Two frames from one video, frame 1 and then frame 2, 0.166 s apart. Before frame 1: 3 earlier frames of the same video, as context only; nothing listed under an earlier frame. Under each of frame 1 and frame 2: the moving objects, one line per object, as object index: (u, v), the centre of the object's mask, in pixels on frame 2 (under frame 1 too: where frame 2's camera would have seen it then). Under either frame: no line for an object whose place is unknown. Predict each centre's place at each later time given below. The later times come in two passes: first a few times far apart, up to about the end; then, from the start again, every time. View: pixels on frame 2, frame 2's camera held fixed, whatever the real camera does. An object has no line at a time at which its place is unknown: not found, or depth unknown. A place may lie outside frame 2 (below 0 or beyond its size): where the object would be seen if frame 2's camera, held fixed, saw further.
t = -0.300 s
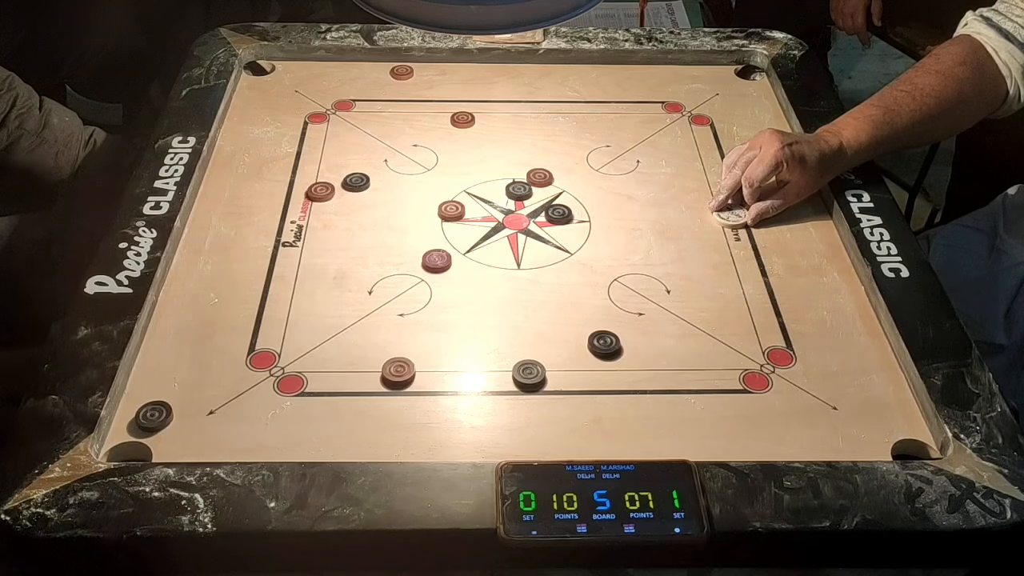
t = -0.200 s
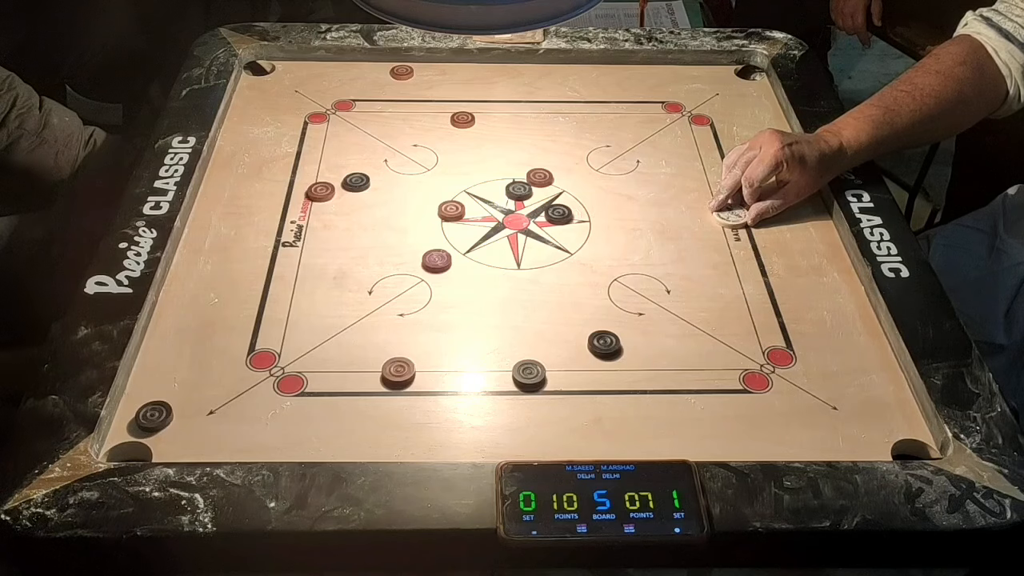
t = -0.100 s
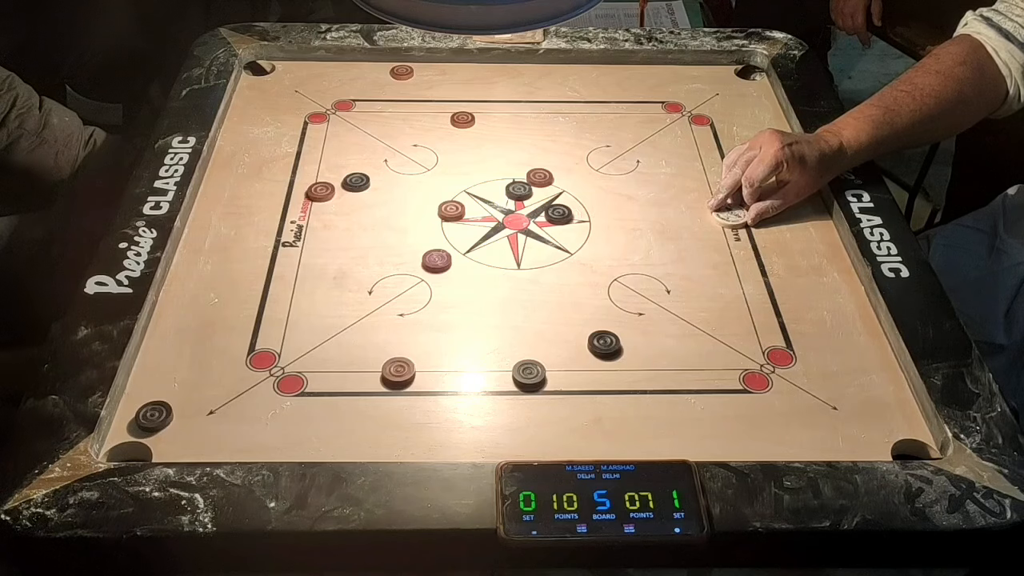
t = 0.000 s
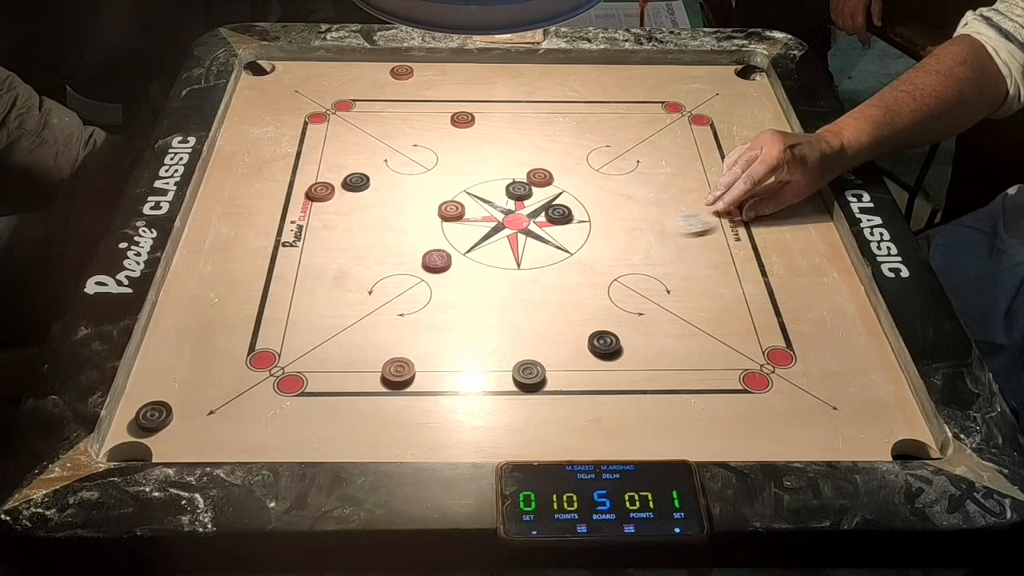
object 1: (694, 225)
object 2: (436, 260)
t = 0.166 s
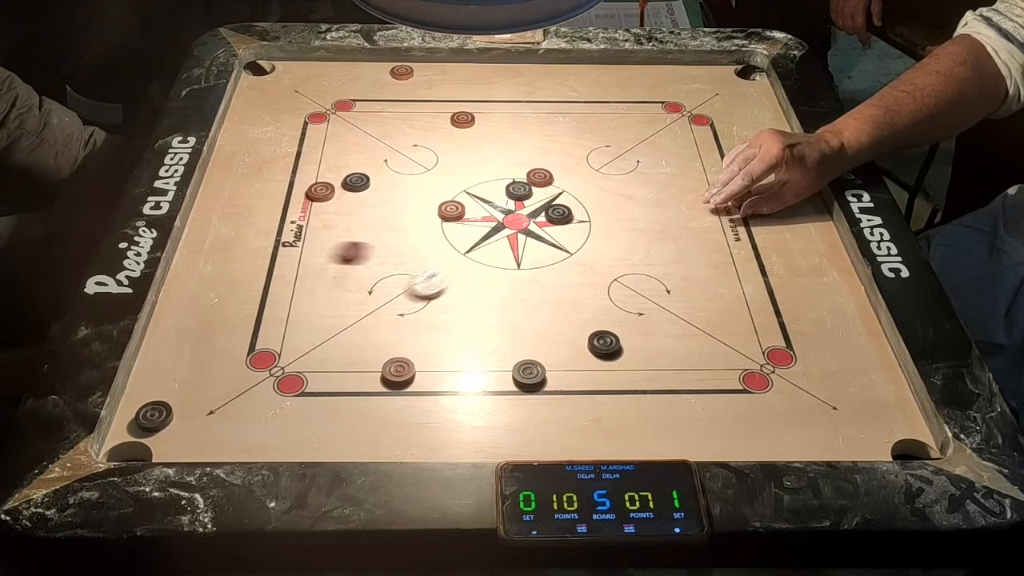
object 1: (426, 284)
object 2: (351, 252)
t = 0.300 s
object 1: (291, 341)
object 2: (268, 239)
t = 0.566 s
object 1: (175, 404)
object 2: (611, 244)
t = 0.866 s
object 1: (215, 411)
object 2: (808, 247)
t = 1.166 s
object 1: (215, 411)
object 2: (748, 250)
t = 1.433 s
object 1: (215, 411)
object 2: (748, 250)
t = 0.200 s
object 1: (393, 299)
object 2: (284, 246)
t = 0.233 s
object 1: (358, 313)
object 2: (222, 240)
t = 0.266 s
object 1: (324, 327)
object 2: (220, 238)
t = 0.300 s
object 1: (291, 341)
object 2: (268, 239)
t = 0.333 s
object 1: (256, 356)
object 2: (318, 240)
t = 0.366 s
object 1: (223, 370)
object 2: (364, 240)
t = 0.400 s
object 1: (190, 384)
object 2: (408, 241)
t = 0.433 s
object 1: (166, 391)
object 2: (452, 242)
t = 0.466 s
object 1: (146, 395)
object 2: (494, 242)
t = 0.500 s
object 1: (152, 398)
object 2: (535, 244)
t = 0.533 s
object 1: (164, 402)
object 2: (574, 243)
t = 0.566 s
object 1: (175, 404)
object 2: (611, 244)
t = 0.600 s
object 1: (185, 406)
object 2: (647, 244)
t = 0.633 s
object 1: (193, 408)
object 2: (682, 245)
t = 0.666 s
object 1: (201, 409)
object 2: (714, 245)
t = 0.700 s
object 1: (206, 410)
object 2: (745, 246)
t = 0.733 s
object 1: (211, 410)
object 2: (774, 246)
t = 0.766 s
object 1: (213, 411)
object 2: (799, 246)
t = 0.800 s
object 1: (215, 411)
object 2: (823, 246)
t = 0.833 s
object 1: (215, 411)
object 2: (824, 247)
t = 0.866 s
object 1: (215, 411)
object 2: (808, 247)
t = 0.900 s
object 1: (215, 411)
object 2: (793, 248)
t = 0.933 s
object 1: (215, 411)
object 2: (781, 248)
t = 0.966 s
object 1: (215, 411)
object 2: (771, 249)
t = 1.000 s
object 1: (215, 411)
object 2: (763, 250)
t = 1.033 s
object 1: (215, 411)
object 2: (756, 250)
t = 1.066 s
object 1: (215, 411)
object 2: (752, 250)
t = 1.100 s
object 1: (215, 411)
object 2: (749, 250)
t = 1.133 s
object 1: (215, 411)
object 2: (748, 250)
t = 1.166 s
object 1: (215, 411)
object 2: (748, 250)
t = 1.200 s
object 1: (215, 411)
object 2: (748, 250)
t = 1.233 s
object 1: (215, 411)
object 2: (748, 250)
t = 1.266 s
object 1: (215, 411)
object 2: (748, 250)
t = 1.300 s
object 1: (215, 411)
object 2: (748, 250)
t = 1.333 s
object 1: (215, 411)
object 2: (748, 250)
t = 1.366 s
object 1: (215, 411)
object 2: (748, 250)
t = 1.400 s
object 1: (215, 411)
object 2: (748, 250)
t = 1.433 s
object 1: (215, 411)
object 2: (748, 250)
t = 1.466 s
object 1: (215, 411)
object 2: (748, 250)
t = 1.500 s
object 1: (215, 411)
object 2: (748, 250)
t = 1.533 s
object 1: (215, 411)
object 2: (748, 250)
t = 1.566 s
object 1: (215, 411)
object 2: (747, 250)
